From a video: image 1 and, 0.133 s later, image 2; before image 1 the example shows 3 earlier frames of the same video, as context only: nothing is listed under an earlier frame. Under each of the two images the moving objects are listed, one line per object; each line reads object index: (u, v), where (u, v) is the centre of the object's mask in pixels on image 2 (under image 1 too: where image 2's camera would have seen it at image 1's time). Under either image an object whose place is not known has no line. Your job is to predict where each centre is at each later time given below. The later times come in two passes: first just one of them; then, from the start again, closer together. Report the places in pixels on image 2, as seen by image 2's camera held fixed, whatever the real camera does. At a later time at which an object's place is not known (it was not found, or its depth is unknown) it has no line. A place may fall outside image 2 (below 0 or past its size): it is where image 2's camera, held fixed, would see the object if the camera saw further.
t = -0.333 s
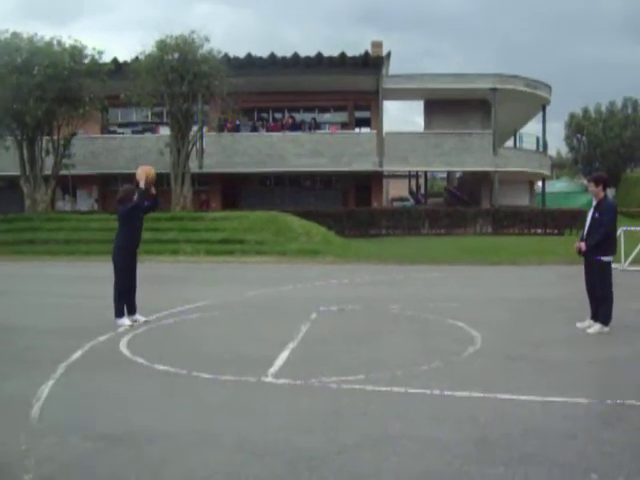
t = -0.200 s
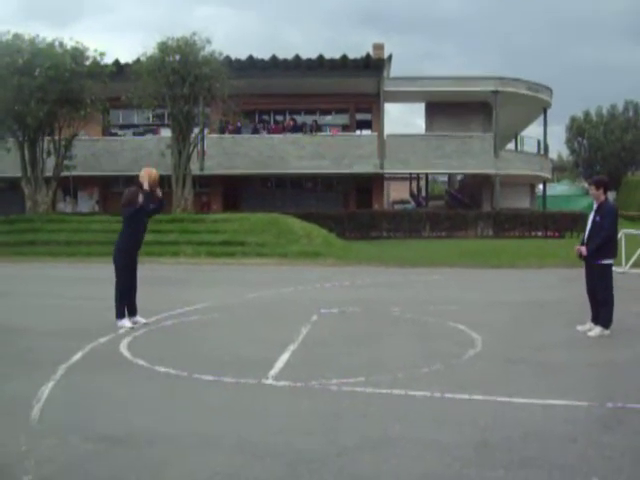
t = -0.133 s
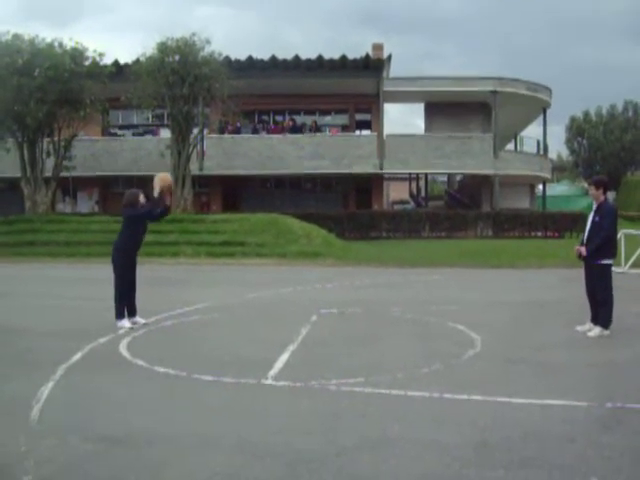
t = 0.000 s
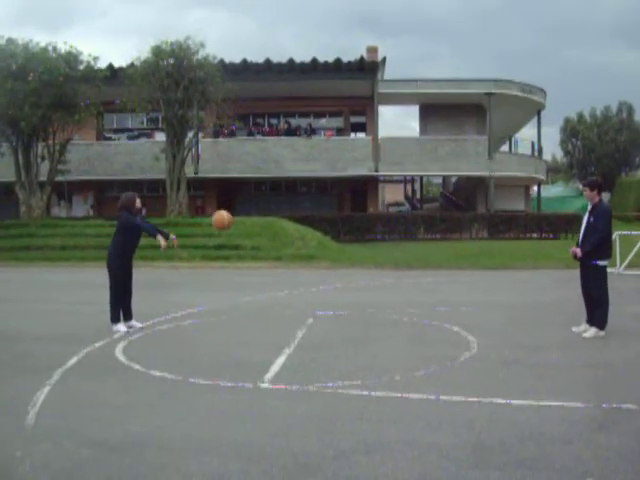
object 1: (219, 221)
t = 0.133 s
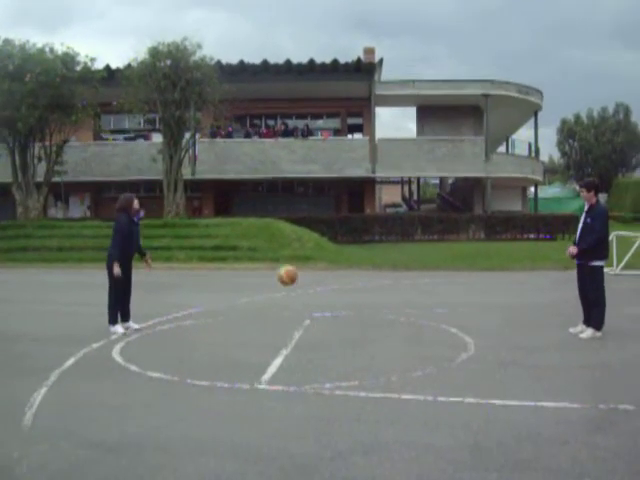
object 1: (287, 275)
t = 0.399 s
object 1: (383, 264)
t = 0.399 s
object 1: (383, 264)
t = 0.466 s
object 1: (401, 245)
